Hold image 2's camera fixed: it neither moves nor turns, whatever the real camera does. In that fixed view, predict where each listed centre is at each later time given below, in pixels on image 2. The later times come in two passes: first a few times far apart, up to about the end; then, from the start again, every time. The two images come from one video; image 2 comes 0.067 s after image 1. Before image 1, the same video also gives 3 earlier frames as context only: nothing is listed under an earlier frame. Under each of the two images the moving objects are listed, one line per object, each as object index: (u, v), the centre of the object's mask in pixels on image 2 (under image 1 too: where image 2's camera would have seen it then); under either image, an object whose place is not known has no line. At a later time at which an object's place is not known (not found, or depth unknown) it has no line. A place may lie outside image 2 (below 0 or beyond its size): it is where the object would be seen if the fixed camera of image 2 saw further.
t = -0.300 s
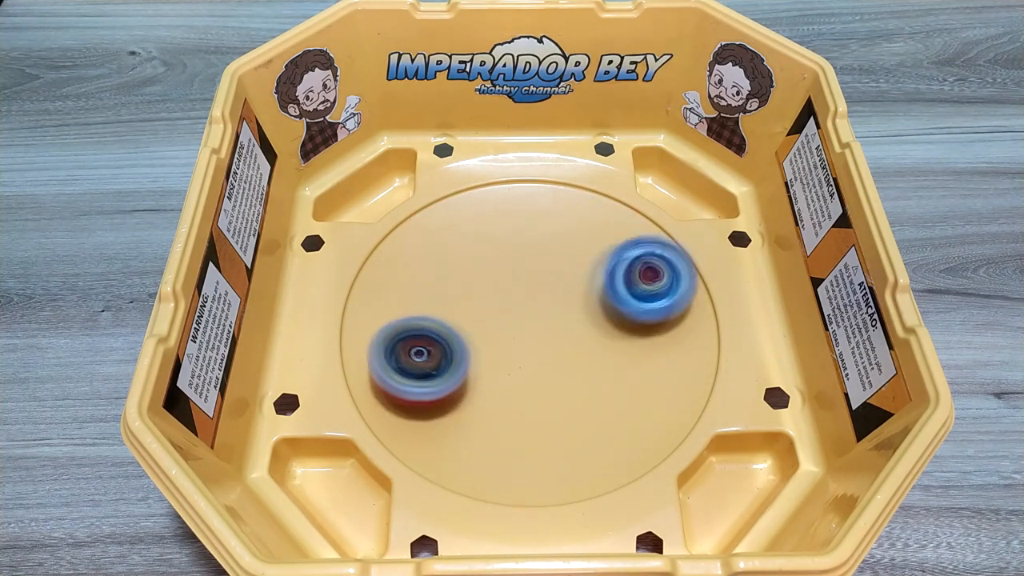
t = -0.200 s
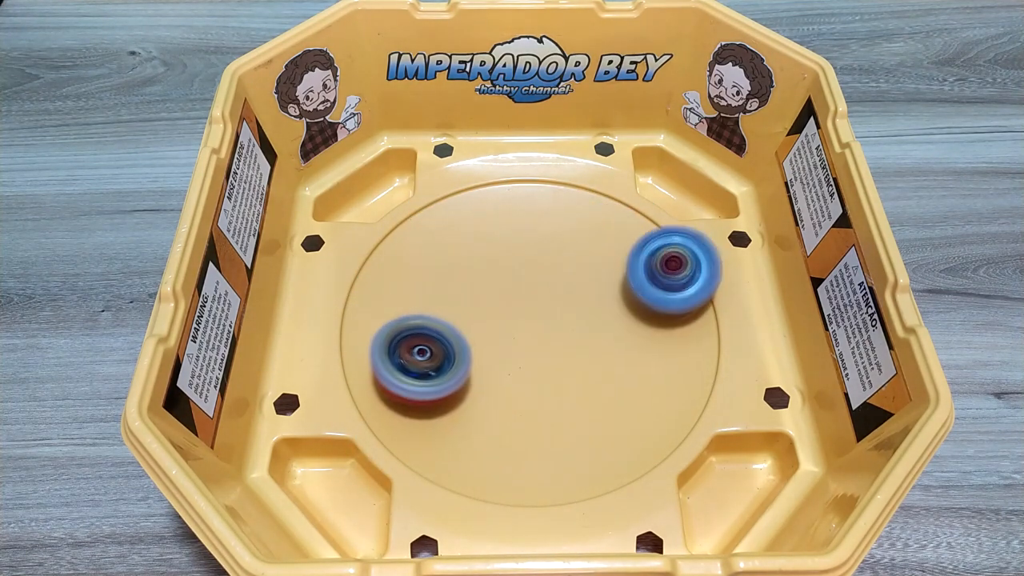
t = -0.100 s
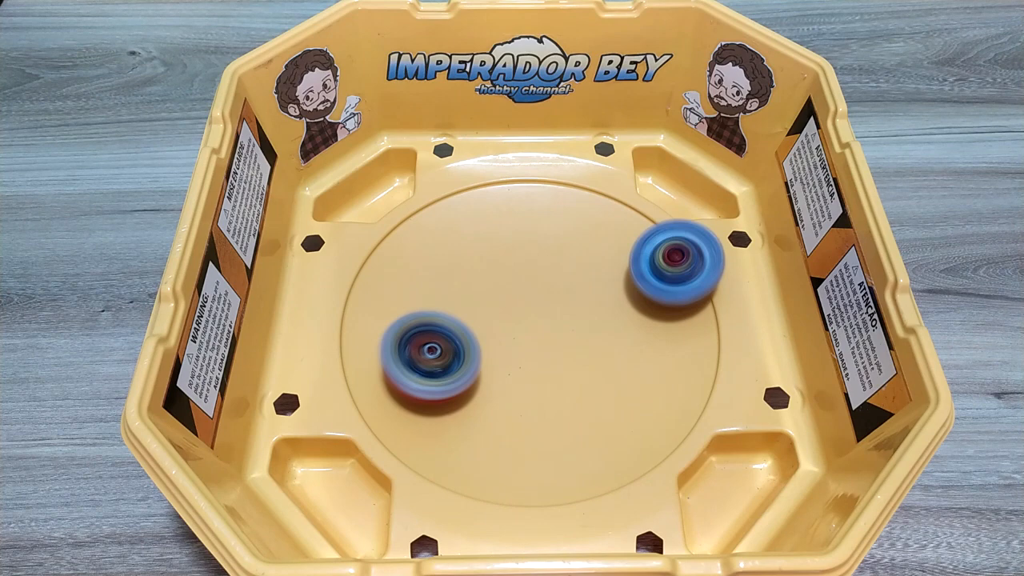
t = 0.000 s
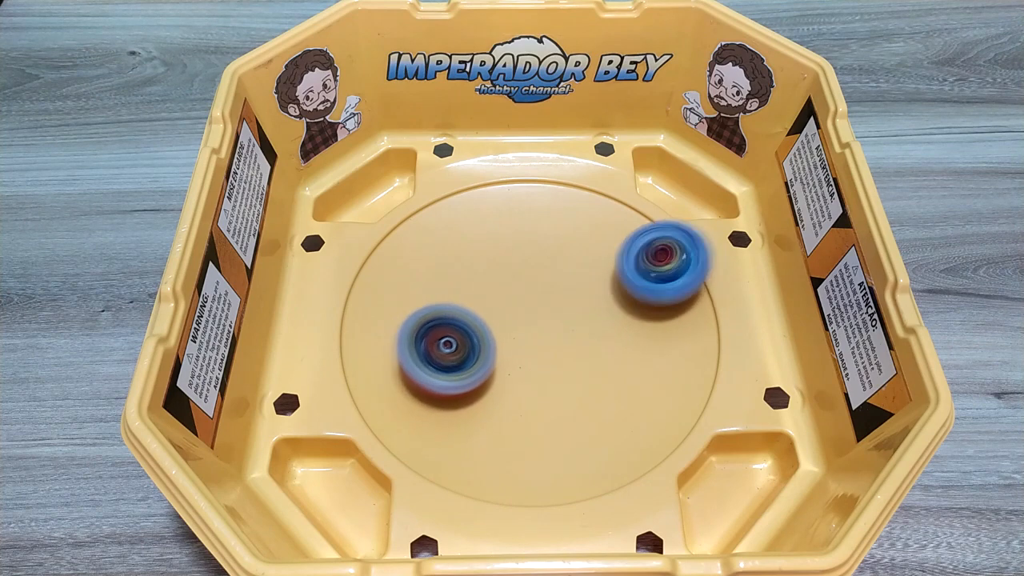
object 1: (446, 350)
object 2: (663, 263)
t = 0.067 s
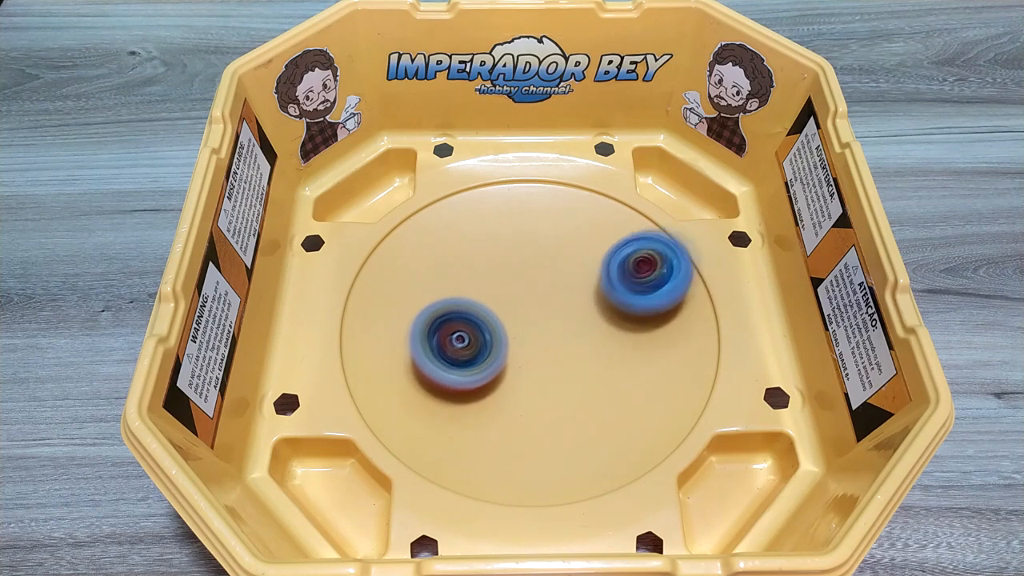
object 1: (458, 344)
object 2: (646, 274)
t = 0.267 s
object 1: (490, 323)
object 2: (593, 331)
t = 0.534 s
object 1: (500, 303)
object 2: (550, 391)
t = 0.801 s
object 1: (527, 305)
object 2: (482, 400)
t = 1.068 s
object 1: (545, 317)
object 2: (431, 364)
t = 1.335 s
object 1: (548, 331)
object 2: (431, 307)
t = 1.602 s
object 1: (537, 340)
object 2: (473, 263)
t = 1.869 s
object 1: (522, 337)
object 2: (535, 248)
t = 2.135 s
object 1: (513, 323)
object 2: (591, 264)
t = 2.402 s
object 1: (519, 310)
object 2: (620, 309)
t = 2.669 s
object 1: (532, 303)
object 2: (613, 361)
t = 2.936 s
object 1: (545, 306)
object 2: (565, 396)
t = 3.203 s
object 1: (550, 315)
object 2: (501, 393)
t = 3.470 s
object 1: (547, 324)
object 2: (454, 359)
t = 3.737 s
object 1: (546, 330)
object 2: (440, 303)
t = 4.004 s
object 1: (543, 329)
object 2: (466, 264)
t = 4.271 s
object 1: (539, 330)
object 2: (523, 248)
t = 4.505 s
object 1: (531, 331)
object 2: (573, 257)
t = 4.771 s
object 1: (514, 334)
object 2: (608, 304)
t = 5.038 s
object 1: (499, 323)
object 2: (593, 359)
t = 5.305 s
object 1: (501, 290)
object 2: (540, 393)
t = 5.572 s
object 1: (525, 272)
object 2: (486, 360)
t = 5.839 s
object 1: (568, 279)
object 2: (479, 310)
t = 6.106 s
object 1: (635, 327)
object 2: (480, 271)
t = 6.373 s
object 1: (639, 384)
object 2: (514, 287)
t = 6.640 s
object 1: (548, 405)
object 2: (533, 313)
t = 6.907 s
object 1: (445, 367)
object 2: (506, 300)
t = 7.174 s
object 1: (417, 301)
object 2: (531, 286)
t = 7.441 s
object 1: (482, 238)
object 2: (572, 304)
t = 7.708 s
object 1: (571, 230)
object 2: (561, 330)
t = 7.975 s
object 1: (631, 296)
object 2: (524, 325)
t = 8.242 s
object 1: (609, 383)
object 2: (525, 301)
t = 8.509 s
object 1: (508, 412)
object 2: (552, 309)
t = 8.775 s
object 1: (431, 356)
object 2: (541, 334)
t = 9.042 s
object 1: (440, 273)
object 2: (514, 325)
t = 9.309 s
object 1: (520, 231)
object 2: (530, 321)
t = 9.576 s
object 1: (601, 274)
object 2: (552, 345)
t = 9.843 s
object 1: (626, 360)
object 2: (523, 354)
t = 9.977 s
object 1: (603, 404)
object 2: (502, 331)
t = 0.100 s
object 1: (465, 341)
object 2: (636, 282)
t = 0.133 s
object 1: (471, 338)
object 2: (626, 291)
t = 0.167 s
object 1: (478, 335)
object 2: (615, 301)
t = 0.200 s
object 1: (485, 332)
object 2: (604, 311)
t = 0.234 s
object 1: (492, 329)
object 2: (593, 321)
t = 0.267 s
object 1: (490, 323)
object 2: (593, 331)
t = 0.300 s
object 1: (486, 316)
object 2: (596, 342)
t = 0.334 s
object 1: (485, 311)
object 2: (594, 352)
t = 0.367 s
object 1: (487, 308)
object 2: (589, 361)
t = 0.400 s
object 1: (489, 307)
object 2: (582, 369)
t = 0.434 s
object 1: (492, 305)
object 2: (574, 376)
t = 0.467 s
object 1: (494, 304)
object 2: (566, 382)
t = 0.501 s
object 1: (497, 303)
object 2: (558, 387)
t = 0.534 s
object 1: (500, 303)
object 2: (550, 391)
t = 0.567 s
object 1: (504, 302)
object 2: (541, 394)
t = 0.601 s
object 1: (507, 302)
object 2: (532, 397)
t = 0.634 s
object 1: (511, 302)
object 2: (523, 400)
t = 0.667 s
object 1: (514, 303)
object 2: (515, 401)
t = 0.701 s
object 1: (517, 303)
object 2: (506, 401)
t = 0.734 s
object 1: (520, 304)
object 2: (498, 402)
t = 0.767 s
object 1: (524, 304)
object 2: (490, 401)
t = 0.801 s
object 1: (527, 305)
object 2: (482, 400)
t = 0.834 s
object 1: (530, 306)
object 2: (475, 397)
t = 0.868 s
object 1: (533, 307)
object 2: (467, 394)
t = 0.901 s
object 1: (535, 308)
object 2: (459, 390)
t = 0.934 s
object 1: (538, 310)
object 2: (452, 386)
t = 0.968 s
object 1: (540, 312)
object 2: (446, 382)
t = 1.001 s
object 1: (542, 313)
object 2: (441, 376)
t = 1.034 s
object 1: (544, 315)
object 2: (436, 370)
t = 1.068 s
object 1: (545, 317)
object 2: (431, 364)
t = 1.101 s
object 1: (546, 319)
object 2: (428, 358)
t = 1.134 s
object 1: (547, 320)
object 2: (427, 351)
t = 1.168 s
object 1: (548, 322)
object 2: (425, 343)
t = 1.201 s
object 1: (549, 324)
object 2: (424, 335)
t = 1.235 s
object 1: (549, 326)
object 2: (424, 329)
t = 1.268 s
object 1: (549, 327)
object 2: (426, 321)
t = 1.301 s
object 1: (549, 329)
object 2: (428, 314)
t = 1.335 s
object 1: (548, 331)
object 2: (431, 307)
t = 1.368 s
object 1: (547, 332)
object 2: (433, 301)
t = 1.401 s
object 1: (547, 334)
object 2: (438, 295)
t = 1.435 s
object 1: (546, 335)
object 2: (443, 289)
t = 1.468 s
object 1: (544, 336)
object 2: (448, 282)
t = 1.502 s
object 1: (543, 338)
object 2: (452, 277)
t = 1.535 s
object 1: (541, 339)
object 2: (459, 272)
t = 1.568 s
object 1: (539, 339)
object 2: (466, 268)
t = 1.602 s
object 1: (537, 340)
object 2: (473, 263)
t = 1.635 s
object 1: (535, 341)
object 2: (479, 259)
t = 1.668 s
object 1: (533, 341)
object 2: (487, 257)
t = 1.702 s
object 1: (531, 341)
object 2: (495, 255)
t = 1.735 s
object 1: (529, 340)
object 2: (503, 252)
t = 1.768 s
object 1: (527, 340)
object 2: (511, 250)
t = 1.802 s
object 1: (526, 339)
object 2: (518, 249)
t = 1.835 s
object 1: (524, 338)
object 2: (527, 249)
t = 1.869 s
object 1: (522, 337)
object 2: (535, 248)
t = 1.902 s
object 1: (520, 336)
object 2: (542, 248)
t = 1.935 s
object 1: (518, 334)
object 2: (549, 249)
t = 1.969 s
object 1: (517, 333)
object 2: (558, 251)
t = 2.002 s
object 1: (516, 331)
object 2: (564, 252)
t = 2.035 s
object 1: (515, 329)
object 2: (572, 254)
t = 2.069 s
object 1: (514, 327)
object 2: (578, 257)
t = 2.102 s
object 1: (514, 326)
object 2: (585, 261)
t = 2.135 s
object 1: (513, 323)
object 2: (591, 264)
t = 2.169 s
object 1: (513, 322)
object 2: (596, 268)
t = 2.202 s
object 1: (514, 320)
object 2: (600, 273)
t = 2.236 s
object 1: (514, 318)
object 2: (606, 279)
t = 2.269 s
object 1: (515, 316)
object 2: (610, 284)
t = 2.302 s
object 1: (516, 314)
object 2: (614, 289)
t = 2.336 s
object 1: (517, 313)
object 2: (616, 296)
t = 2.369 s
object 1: (518, 311)
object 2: (618, 303)
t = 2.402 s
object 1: (519, 310)
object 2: (620, 309)
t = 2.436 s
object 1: (520, 309)
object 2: (621, 315)
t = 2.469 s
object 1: (522, 307)
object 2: (621, 322)
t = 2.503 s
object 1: (523, 306)
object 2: (621, 329)
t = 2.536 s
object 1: (525, 306)
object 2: (621, 335)
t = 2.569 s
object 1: (527, 305)
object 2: (619, 341)
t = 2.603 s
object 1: (529, 304)
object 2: (616, 348)
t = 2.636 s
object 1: (530, 304)
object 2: (615, 355)
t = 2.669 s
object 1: (532, 303)
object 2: (613, 361)
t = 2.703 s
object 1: (533, 303)
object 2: (609, 366)
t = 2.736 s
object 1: (535, 303)
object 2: (604, 372)
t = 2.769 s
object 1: (537, 304)
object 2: (600, 377)
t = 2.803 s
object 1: (539, 304)
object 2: (593, 381)
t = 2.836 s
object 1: (541, 305)
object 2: (587, 385)
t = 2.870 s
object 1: (542, 305)
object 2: (579, 389)
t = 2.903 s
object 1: (544, 306)
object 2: (574, 393)
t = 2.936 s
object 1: (545, 306)
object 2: (565, 396)
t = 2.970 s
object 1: (546, 307)
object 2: (557, 398)
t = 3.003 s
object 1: (548, 308)
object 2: (550, 400)
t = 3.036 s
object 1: (549, 309)
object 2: (542, 400)
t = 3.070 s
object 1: (549, 310)
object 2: (533, 400)
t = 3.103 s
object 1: (550, 311)
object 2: (525, 400)
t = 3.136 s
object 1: (550, 312)
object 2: (518, 398)
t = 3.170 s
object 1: (550, 314)
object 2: (509, 396)
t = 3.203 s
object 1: (550, 315)
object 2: (501, 393)
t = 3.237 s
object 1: (551, 316)
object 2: (493, 391)
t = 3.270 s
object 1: (551, 317)
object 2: (486, 388)
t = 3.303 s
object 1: (551, 318)
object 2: (478, 384)
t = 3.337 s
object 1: (550, 319)
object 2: (472, 380)
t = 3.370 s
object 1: (550, 321)
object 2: (467, 375)
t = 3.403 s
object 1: (549, 322)
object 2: (461, 370)
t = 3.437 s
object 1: (548, 323)
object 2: (457, 365)
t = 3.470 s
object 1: (547, 324)
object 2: (454, 359)
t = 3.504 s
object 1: (546, 325)
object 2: (451, 352)
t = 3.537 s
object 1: (545, 326)
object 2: (447, 346)
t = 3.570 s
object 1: (545, 327)
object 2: (445, 340)
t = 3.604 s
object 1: (544, 328)
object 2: (444, 332)
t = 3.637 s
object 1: (543, 328)
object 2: (442, 326)
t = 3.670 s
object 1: (542, 328)
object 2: (443, 320)
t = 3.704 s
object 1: (544, 329)
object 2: (442, 312)
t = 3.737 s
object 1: (546, 330)
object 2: (440, 303)
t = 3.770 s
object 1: (546, 331)
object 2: (440, 296)
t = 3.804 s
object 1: (546, 331)
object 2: (442, 290)
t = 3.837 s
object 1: (546, 331)
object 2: (443, 285)
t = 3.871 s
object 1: (545, 331)
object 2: (447, 280)
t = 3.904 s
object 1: (545, 330)
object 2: (451, 275)
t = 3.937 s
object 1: (545, 330)
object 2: (454, 271)
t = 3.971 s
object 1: (544, 330)
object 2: (460, 267)
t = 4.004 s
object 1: (543, 329)
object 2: (466, 264)
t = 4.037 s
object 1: (543, 329)
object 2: (471, 261)
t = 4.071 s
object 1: (542, 328)
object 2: (479, 260)
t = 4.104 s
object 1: (541, 328)
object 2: (486, 257)
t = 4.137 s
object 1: (540, 327)
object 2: (492, 256)
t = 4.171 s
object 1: (540, 329)
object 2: (501, 253)
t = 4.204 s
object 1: (539, 330)
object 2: (509, 250)
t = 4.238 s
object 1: (539, 330)
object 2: (515, 248)
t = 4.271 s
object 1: (539, 330)
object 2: (523, 248)
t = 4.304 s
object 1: (539, 329)
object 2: (531, 247)
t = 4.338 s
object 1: (538, 329)
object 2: (537, 249)
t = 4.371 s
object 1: (537, 330)
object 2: (545, 249)
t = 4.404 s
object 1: (535, 330)
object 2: (552, 250)
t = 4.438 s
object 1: (534, 331)
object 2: (560, 252)
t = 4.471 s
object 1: (533, 331)
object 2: (567, 254)
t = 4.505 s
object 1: (531, 331)
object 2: (573, 257)
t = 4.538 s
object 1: (530, 332)
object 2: (579, 262)
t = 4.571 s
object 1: (529, 332)
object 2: (584, 266)
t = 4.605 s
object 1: (525, 332)
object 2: (589, 271)
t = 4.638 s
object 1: (523, 332)
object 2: (595, 277)
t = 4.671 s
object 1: (521, 333)
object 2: (599, 283)
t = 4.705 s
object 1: (518, 332)
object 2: (603, 290)
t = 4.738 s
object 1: (516, 334)
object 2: (607, 296)
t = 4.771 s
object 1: (514, 334)
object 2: (608, 304)
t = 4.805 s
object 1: (512, 334)
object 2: (610, 312)
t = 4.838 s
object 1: (511, 333)
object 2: (609, 318)
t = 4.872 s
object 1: (510, 332)
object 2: (608, 325)
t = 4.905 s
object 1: (508, 331)
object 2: (607, 331)
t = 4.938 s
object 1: (505, 330)
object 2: (606, 338)
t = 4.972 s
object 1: (501, 327)
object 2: (604, 347)
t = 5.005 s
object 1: (499, 325)
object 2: (599, 352)
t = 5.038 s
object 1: (499, 323)
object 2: (593, 359)
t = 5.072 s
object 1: (500, 321)
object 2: (588, 363)
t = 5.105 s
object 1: (500, 317)
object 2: (582, 368)
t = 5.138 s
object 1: (500, 315)
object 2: (576, 373)
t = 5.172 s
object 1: (501, 312)
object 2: (569, 375)
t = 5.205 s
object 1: (503, 308)
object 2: (562, 381)
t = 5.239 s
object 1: (501, 302)
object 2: (558, 389)
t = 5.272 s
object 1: (501, 296)
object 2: (549, 392)
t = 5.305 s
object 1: (501, 290)
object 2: (540, 393)
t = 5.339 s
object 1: (503, 285)
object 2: (531, 392)
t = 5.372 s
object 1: (505, 280)
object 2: (523, 390)
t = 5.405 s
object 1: (508, 277)
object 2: (515, 387)
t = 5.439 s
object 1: (512, 275)
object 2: (508, 383)
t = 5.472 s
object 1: (515, 273)
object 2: (501, 378)
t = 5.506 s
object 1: (518, 271)
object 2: (495, 373)
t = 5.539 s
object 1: (522, 272)
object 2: (491, 367)
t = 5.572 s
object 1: (525, 272)
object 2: (486, 360)
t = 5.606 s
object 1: (529, 273)
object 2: (484, 353)
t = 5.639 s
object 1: (532, 274)
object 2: (481, 346)
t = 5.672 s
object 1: (537, 275)
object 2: (479, 340)
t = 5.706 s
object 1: (544, 274)
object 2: (475, 335)
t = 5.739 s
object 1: (550, 274)
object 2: (473, 330)
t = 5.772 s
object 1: (556, 275)
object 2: (473, 323)
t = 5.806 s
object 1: (562, 277)
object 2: (475, 317)
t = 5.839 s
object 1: (568, 279)
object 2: (479, 310)
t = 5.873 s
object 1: (573, 283)
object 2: (481, 306)
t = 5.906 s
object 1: (581, 287)
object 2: (485, 301)
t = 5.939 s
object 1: (587, 290)
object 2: (489, 297)
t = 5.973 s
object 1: (592, 294)
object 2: (495, 294)
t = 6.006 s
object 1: (596, 300)
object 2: (500, 291)
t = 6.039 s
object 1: (608, 308)
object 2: (496, 285)
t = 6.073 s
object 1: (625, 318)
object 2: (487, 275)
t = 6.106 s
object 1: (635, 327)
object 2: (480, 271)
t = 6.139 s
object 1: (643, 337)
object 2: (478, 267)
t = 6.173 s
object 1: (649, 345)
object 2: (480, 266)
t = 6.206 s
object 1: (651, 353)
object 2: (485, 267)
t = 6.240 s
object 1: (653, 362)
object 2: (491, 270)
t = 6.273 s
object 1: (652, 368)
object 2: (498, 273)
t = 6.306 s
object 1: (649, 374)
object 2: (503, 278)
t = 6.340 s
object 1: (645, 380)
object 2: (509, 282)
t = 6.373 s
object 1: (639, 384)
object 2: (514, 287)
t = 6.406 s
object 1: (631, 388)
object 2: (518, 291)
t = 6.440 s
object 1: (623, 390)
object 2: (522, 297)
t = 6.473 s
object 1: (613, 393)
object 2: (525, 303)
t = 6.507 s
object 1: (601, 395)
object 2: (529, 308)
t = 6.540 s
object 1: (589, 396)
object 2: (531, 315)
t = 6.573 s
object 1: (576, 396)
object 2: (533, 319)
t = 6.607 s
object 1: (562, 399)
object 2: (534, 319)
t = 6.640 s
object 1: (548, 405)
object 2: (533, 313)
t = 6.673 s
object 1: (535, 407)
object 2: (532, 307)
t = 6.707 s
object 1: (520, 406)
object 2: (532, 301)
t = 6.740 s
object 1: (506, 403)
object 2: (529, 299)
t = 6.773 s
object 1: (493, 398)
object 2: (526, 299)
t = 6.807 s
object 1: (481, 392)
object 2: (521, 299)
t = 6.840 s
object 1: (468, 384)
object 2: (515, 299)
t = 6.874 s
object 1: (456, 376)
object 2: (510, 299)
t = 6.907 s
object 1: (445, 367)
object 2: (506, 300)
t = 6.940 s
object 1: (435, 358)
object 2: (505, 301)
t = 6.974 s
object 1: (423, 352)
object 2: (508, 298)
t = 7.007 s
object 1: (414, 344)
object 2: (511, 296)
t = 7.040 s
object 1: (409, 336)
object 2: (515, 293)
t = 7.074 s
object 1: (408, 328)
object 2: (519, 291)
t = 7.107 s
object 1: (410, 320)
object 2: (523, 289)
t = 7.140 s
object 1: (413, 310)
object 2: (527, 288)
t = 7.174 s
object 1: (417, 301)
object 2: (531, 286)
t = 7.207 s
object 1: (424, 291)
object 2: (535, 286)
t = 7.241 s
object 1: (432, 283)
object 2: (539, 285)
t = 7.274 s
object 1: (440, 275)
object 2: (543, 285)
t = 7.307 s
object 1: (452, 266)
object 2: (546, 285)
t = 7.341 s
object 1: (462, 259)
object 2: (550, 287)
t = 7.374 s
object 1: (467, 253)
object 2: (559, 293)
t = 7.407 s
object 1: (473, 245)
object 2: (568, 299)
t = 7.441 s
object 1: (482, 238)
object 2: (572, 304)
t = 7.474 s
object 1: (492, 232)
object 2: (574, 308)
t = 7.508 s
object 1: (502, 228)
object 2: (574, 311)
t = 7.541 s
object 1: (514, 225)
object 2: (574, 314)
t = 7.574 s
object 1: (524, 224)
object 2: (574, 318)
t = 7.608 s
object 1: (536, 224)
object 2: (572, 322)
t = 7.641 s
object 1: (547, 224)
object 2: (569, 325)
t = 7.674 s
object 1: (559, 227)
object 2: (566, 328)
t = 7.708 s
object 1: (571, 230)
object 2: (561, 330)
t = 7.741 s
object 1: (581, 234)
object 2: (557, 333)
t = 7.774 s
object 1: (591, 241)
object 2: (551, 333)
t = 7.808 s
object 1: (600, 247)
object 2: (546, 333)
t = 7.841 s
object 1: (609, 256)
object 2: (541, 333)
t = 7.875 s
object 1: (617, 265)
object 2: (536, 332)
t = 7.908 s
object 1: (623, 276)
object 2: (532, 331)
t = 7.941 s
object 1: (628, 286)
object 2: (527, 328)
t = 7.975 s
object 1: (631, 296)
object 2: (524, 325)
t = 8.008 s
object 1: (634, 307)
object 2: (521, 323)
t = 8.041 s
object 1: (634, 320)
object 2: (519, 319)
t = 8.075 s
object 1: (634, 331)
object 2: (518, 316)
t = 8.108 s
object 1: (632, 342)
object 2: (518, 312)
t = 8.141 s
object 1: (628, 353)
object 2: (518, 309)
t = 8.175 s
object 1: (623, 364)
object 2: (520, 307)
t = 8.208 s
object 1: (617, 375)
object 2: (521, 304)
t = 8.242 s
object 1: (609, 383)
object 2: (525, 301)
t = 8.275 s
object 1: (598, 392)
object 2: (528, 300)
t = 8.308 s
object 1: (588, 399)
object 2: (531, 299)
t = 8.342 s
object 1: (576, 404)
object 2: (536, 299)
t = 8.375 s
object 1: (563, 409)
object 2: (540, 299)
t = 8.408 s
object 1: (550, 412)
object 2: (544, 301)
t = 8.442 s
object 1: (536, 414)
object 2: (547, 304)
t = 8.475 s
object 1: (523, 413)
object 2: (550, 306)
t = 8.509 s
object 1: (508, 412)
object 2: (552, 309)
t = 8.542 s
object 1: (496, 409)
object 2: (553, 312)
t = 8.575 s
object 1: (484, 405)
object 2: (553, 316)
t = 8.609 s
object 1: (471, 399)
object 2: (554, 320)
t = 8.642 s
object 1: (460, 393)
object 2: (553, 323)
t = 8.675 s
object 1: (449, 385)
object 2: (551, 326)
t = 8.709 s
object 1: (442, 377)
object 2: (548, 329)
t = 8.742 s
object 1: (435, 366)
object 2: (544, 332)
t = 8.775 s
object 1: (431, 356)
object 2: (541, 334)
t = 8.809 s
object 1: (427, 345)
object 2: (537, 335)
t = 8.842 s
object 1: (425, 335)
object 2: (532, 335)
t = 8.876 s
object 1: (425, 323)
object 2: (528, 335)
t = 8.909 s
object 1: (426, 313)
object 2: (524, 334)
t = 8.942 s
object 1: (429, 302)
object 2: (520, 332)
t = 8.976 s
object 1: (432, 292)
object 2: (517, 330)
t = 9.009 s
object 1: (435, 282)
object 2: (515, 328)
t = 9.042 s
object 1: (440, 273)
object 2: (514, 325)
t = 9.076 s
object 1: (447, 264)
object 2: (513, 322)
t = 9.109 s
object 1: (454, 257)
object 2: (513, 319)
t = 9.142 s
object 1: (463, 250)
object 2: (514, 315)
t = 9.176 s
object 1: (473, 243)
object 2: (516, 314)
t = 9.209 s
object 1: (485, 238)
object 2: (518, 315)
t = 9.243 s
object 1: (498, 233)
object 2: (521, 317)
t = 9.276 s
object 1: (509, 232)
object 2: (525, 319)
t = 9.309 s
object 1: (520, 231)
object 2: (530, 321)
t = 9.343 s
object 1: (533, 232)
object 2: (534, 325)
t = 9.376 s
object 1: (544, 235)
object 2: (536, 327)
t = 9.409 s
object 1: (556, 238)
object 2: (540, 329)
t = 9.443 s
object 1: (566, 243)
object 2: (543, 332)
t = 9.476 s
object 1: (576, 249)
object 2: (546, 335)
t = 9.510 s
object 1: (585, 256)
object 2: (549, 338)
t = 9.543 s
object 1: (594, 264)
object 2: (551, 341)
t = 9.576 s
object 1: (601, 274)
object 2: (552, 345)
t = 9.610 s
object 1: (609, 283)
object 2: (553, 348)
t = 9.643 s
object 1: (615, 292)
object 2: (551, 350)
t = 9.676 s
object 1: (622, 306)
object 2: (544, 354)
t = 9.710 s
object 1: (626, 316)
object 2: (538, 356)
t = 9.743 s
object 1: (630, 327)
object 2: (532, 356)
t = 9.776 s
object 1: (631, 338)
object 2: (529, 356)
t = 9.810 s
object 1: (629, 349)
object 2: (526, 355)
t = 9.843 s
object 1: (626, 360)
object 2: (523, 354)
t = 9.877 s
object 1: (620, 370)
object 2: (521, 352)
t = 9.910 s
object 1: (615, 382)
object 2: (516, 347)
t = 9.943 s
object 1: (611, 393)
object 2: (508, 338)
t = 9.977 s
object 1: (603, 404)
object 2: (502, 331)
